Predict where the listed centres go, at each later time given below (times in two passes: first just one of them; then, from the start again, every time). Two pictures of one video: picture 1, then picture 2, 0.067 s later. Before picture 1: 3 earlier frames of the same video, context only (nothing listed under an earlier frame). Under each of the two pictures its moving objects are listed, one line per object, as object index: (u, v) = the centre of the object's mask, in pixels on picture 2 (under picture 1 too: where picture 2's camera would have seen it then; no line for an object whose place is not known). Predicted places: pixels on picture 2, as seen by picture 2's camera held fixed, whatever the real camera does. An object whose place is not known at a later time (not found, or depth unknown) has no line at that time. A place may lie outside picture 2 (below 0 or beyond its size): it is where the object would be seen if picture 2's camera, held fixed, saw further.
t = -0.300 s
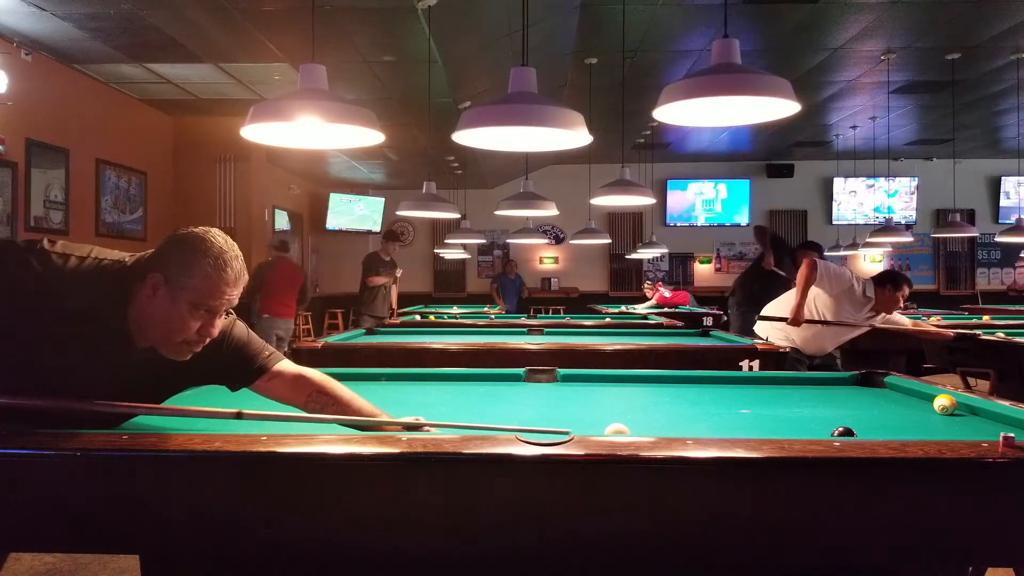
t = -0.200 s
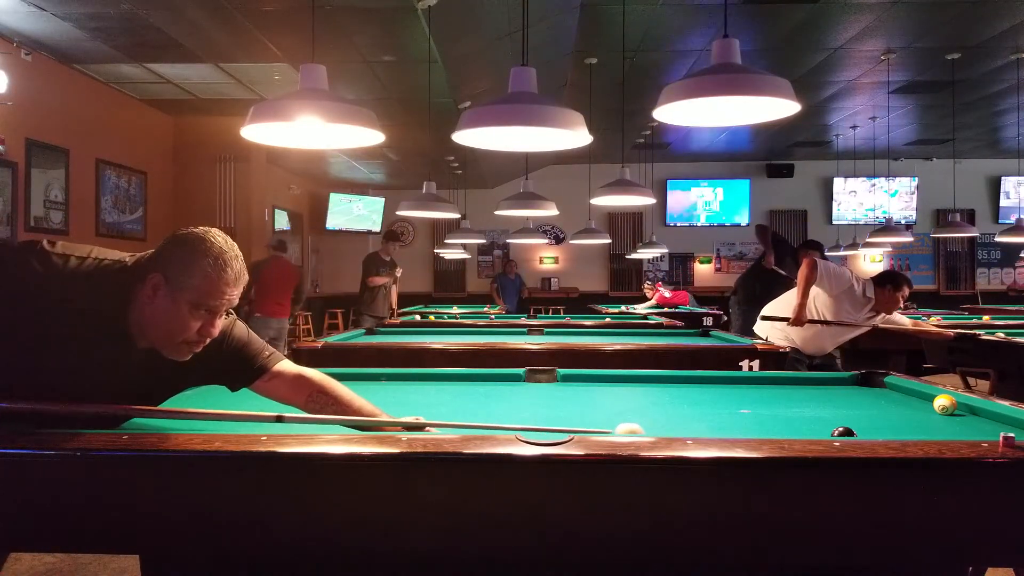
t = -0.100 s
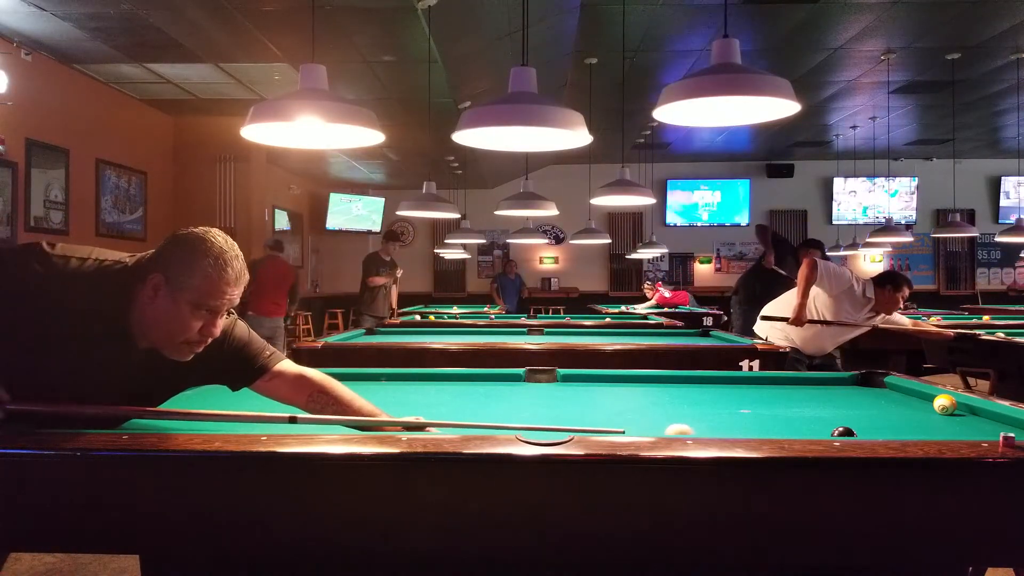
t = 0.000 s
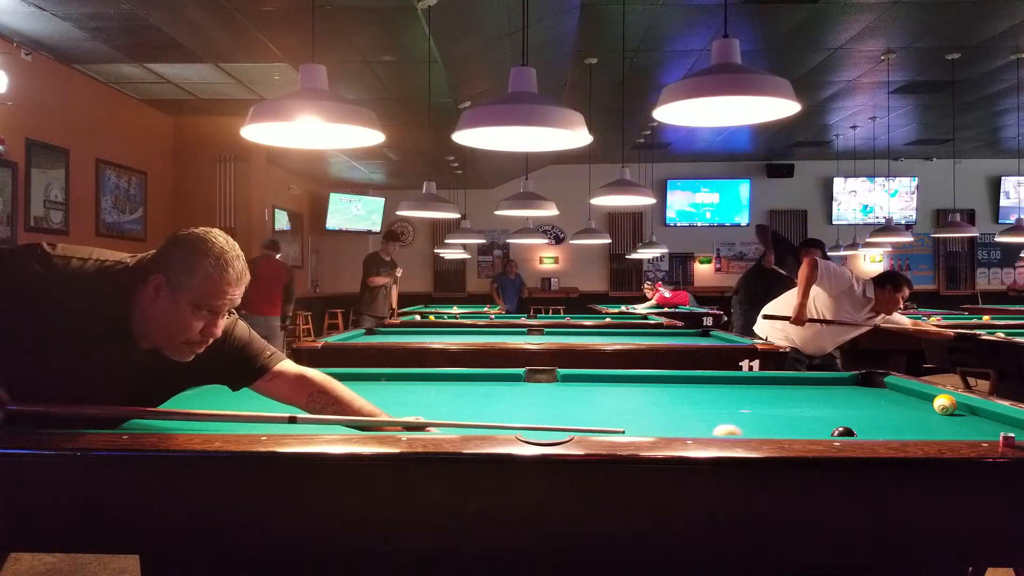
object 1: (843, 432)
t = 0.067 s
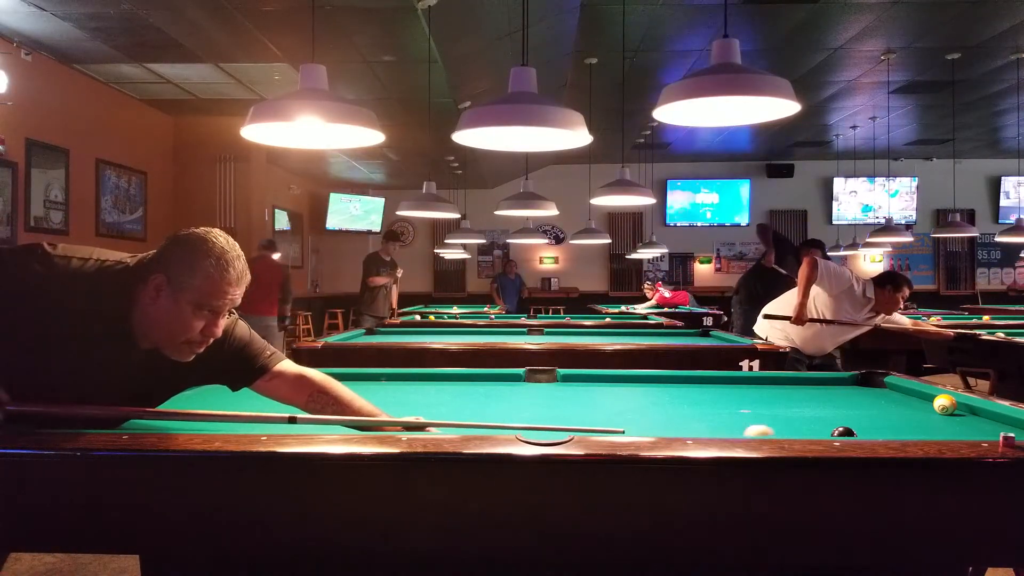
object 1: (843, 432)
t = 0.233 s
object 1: (862, 432)
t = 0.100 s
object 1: (843, 432)
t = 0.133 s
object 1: (843, 432)
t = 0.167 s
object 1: (843, 432)
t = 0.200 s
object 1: (847, 432)
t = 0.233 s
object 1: (862, 432)
